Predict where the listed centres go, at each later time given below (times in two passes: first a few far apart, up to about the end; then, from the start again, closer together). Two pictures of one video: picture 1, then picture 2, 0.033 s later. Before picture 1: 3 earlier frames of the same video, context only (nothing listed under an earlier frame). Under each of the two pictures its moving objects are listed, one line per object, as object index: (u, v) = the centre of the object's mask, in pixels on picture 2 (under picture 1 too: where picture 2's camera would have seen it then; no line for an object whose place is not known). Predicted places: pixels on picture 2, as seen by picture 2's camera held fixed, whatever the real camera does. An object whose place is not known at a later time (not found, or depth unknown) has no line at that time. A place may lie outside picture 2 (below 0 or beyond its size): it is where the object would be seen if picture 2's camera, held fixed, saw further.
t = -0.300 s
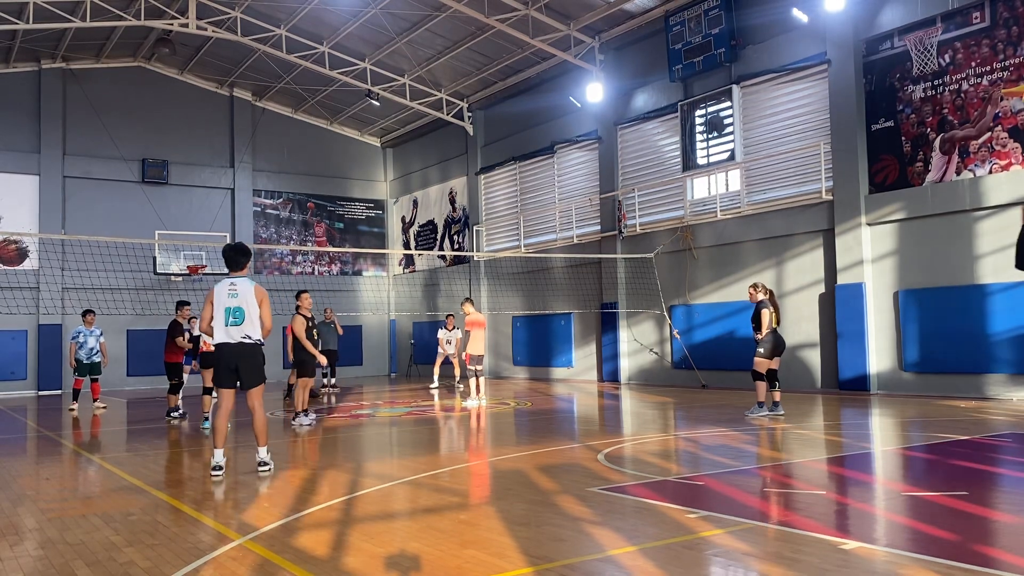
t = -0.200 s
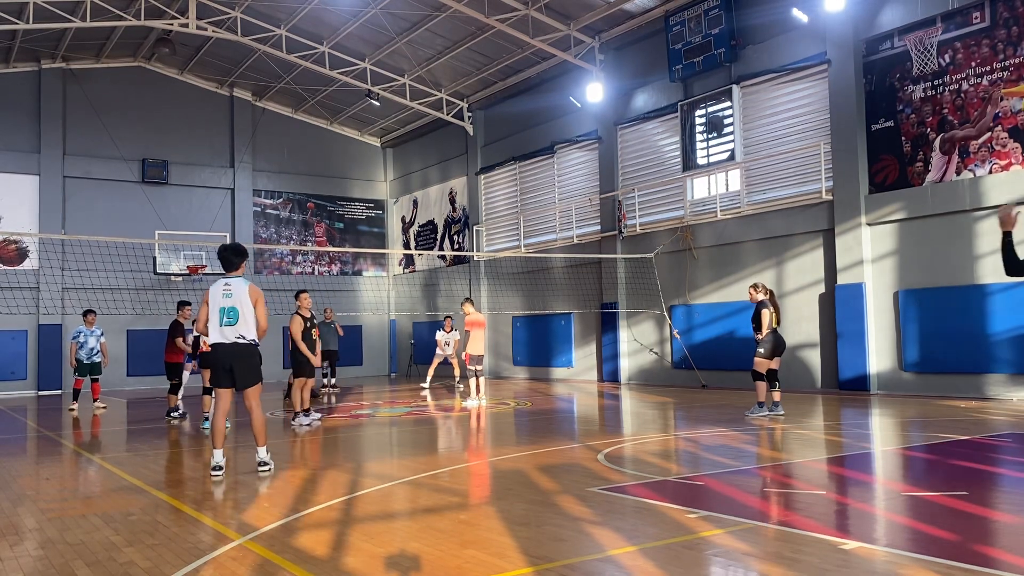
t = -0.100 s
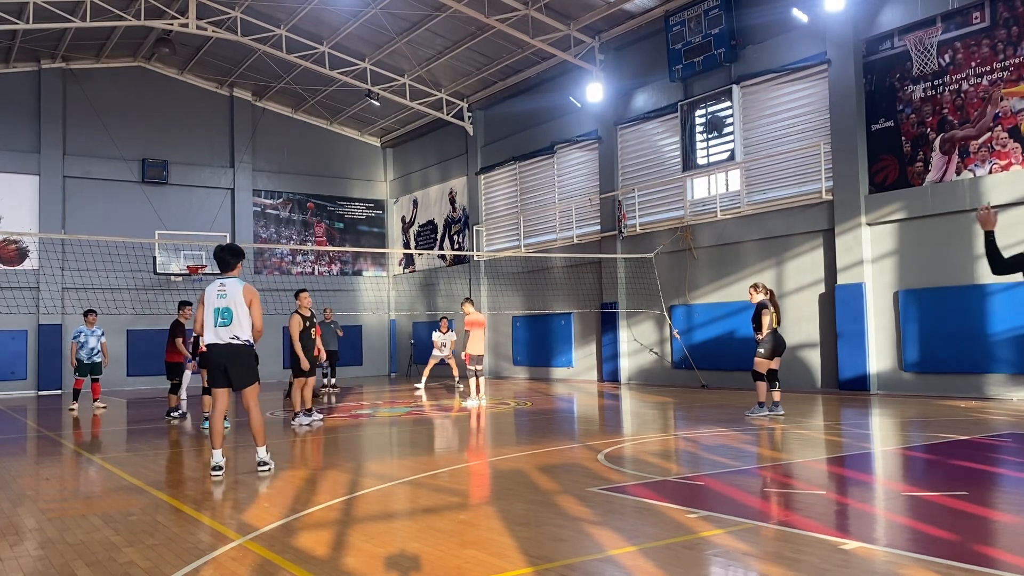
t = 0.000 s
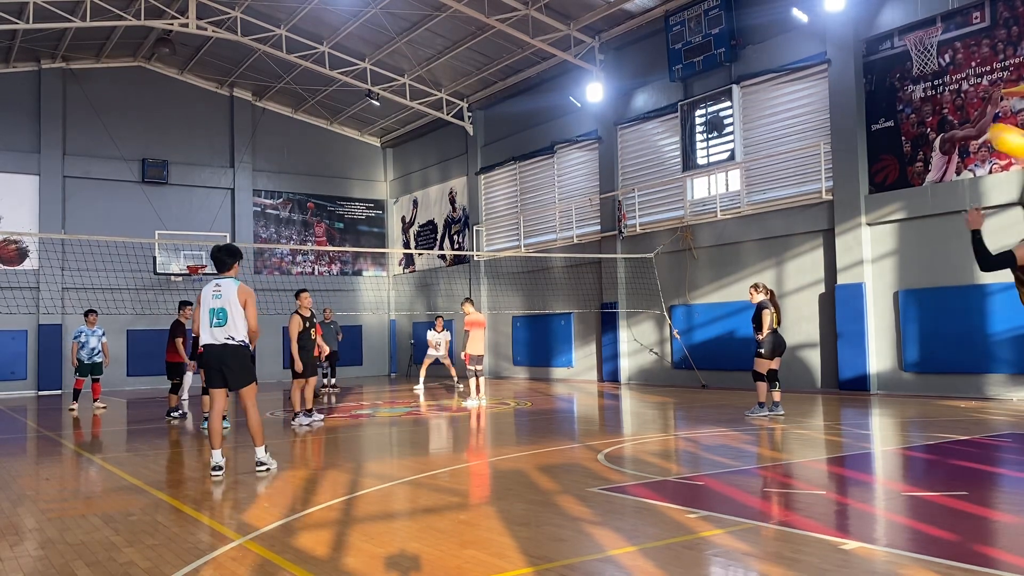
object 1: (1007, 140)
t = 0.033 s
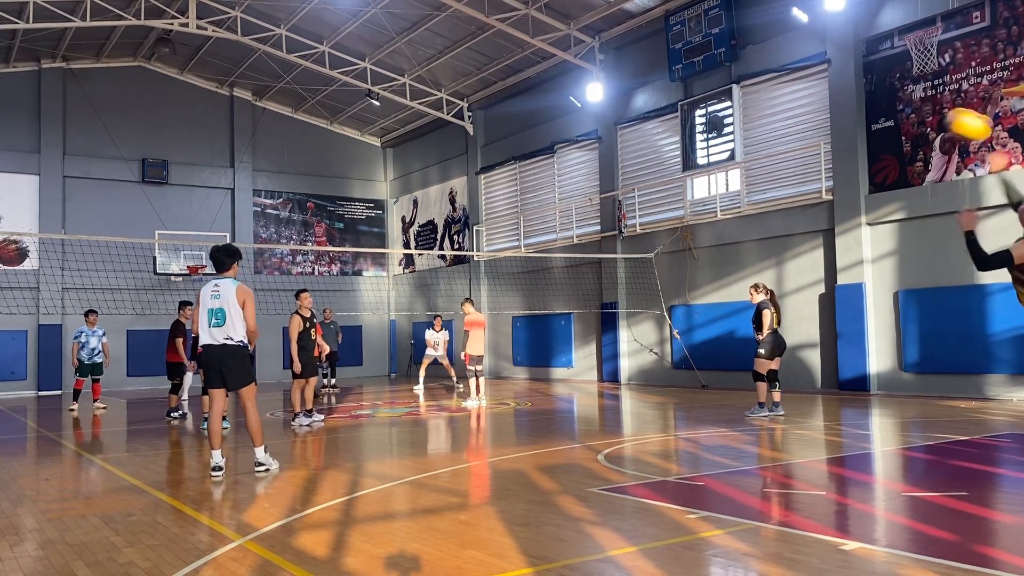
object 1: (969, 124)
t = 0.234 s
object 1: (787, 72)
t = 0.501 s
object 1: (648, 86)
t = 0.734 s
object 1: (577, 136)
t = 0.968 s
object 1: (531, 206)
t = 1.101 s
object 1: (513, 250)
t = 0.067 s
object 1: (932, 111)
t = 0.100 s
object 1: (897, 99)
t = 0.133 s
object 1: (866, 90)
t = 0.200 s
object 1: (813, 76)
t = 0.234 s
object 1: (787, 72)
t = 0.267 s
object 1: (765, 71)
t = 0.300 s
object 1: (744, 71)
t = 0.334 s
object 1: (725, 71)
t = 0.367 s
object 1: (707, 72)
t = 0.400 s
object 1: (691, 75)
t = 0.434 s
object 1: (676, 78)
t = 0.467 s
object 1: (662, 82)
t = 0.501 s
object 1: (648, 86)
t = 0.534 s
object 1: (636, 92)
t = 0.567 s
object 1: (624, 98)
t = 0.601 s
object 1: (614, 105)
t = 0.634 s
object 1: (604, 112)
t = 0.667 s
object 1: (595, 120)
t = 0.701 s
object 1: (586, 128)
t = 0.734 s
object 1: (577, 136)
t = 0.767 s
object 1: (570, 145)
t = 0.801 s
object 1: (561, 153)
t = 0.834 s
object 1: (555, 164)
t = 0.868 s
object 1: (549, 174)
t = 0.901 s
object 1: (542, 185)
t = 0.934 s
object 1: (537, 195)
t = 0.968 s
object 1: (531, 206)
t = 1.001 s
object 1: (526, 216)
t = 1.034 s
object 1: (521, 228)
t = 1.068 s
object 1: (516, 240)
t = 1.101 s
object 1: (513, 250)
